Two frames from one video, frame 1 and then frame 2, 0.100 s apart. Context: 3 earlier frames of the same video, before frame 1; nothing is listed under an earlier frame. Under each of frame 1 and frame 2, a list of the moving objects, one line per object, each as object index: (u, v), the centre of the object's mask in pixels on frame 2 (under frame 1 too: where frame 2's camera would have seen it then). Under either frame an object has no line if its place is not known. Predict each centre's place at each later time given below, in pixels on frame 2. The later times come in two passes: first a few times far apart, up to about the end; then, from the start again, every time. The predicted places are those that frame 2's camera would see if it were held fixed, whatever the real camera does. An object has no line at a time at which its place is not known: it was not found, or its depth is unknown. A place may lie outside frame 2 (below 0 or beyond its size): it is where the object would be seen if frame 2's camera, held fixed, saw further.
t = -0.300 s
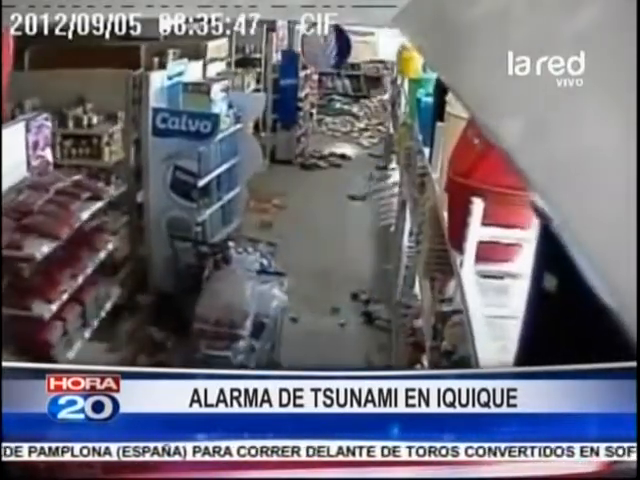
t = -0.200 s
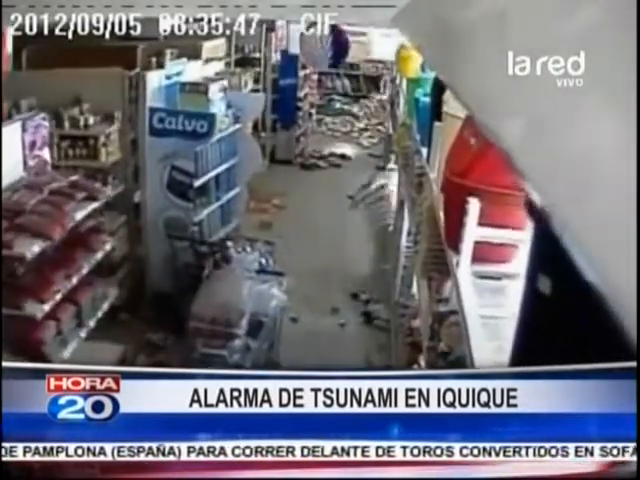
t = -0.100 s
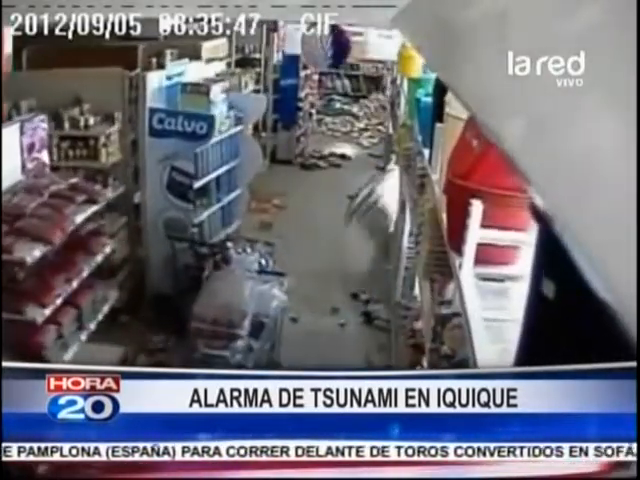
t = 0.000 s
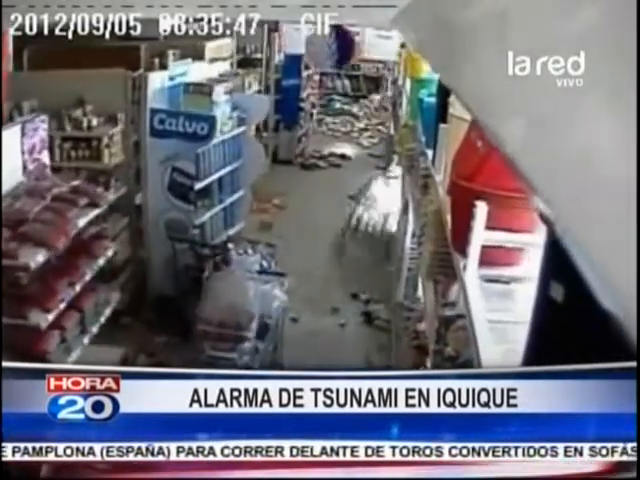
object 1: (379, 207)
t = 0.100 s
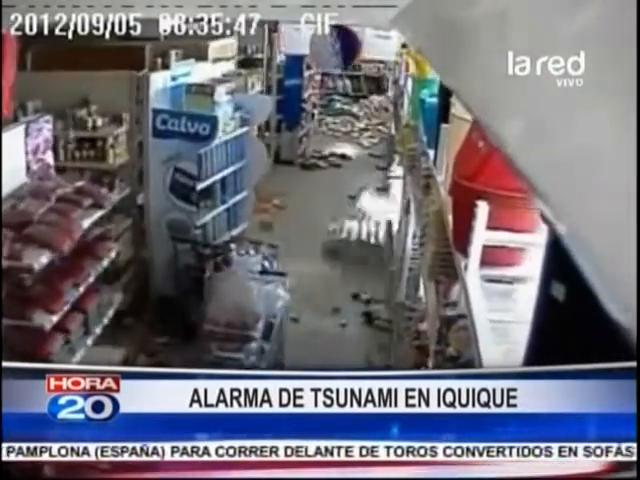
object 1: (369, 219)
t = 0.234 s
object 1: (337, 230)
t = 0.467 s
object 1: (326, 231)
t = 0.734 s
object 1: (326, 231)
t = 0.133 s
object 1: (360, 223)
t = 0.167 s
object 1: (350, 226)
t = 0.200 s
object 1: (343, 229)
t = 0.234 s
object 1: (337, 230)
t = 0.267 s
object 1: (332, 231)
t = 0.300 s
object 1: (330, 232)
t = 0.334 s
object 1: (329, 232)
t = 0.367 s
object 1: (326, 231)
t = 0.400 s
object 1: (327, 231)
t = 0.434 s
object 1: (326, 231)
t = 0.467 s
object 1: (326, 231)
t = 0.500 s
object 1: (326, 231)
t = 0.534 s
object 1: (326, 231)
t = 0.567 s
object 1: (326, 231)
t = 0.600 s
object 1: (326, 231)
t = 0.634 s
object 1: (326, 231)
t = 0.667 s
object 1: (326, 231)
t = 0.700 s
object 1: (326, 231)
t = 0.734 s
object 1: (326, 231)
